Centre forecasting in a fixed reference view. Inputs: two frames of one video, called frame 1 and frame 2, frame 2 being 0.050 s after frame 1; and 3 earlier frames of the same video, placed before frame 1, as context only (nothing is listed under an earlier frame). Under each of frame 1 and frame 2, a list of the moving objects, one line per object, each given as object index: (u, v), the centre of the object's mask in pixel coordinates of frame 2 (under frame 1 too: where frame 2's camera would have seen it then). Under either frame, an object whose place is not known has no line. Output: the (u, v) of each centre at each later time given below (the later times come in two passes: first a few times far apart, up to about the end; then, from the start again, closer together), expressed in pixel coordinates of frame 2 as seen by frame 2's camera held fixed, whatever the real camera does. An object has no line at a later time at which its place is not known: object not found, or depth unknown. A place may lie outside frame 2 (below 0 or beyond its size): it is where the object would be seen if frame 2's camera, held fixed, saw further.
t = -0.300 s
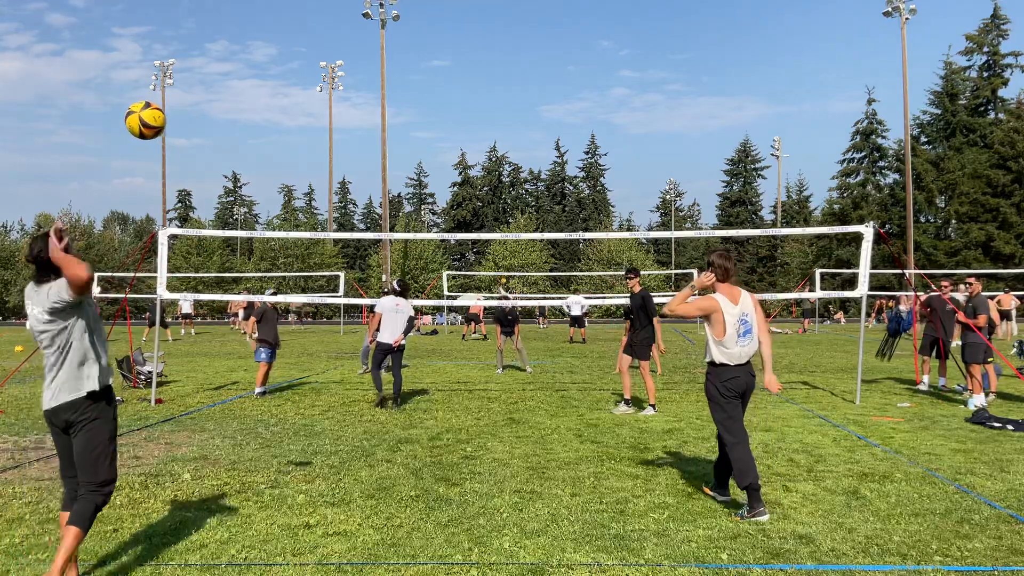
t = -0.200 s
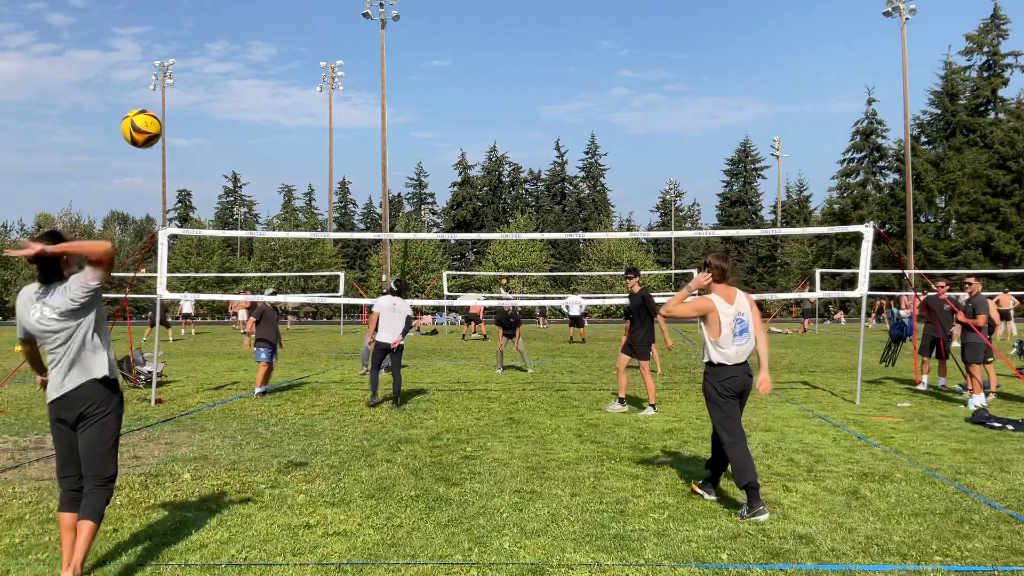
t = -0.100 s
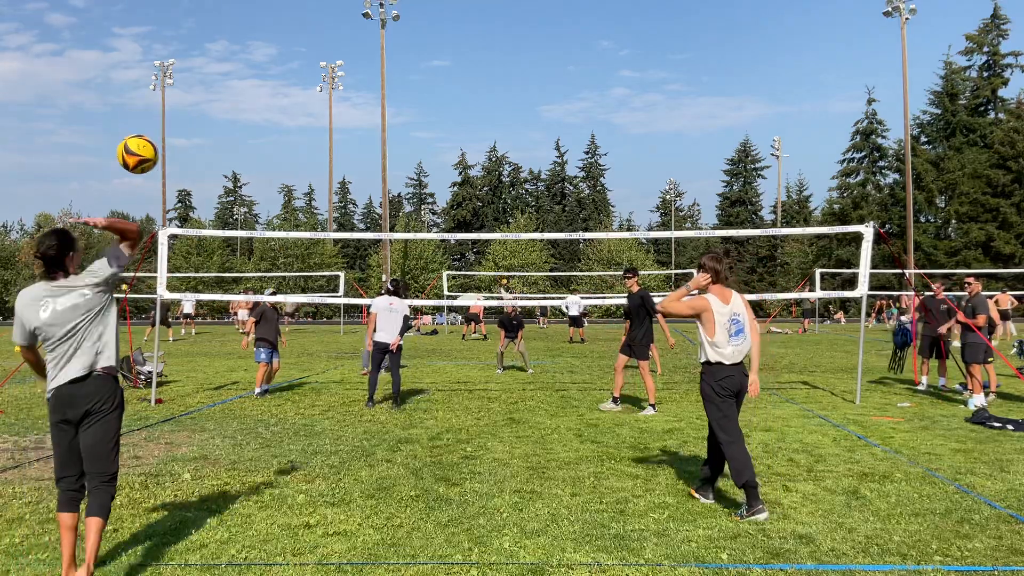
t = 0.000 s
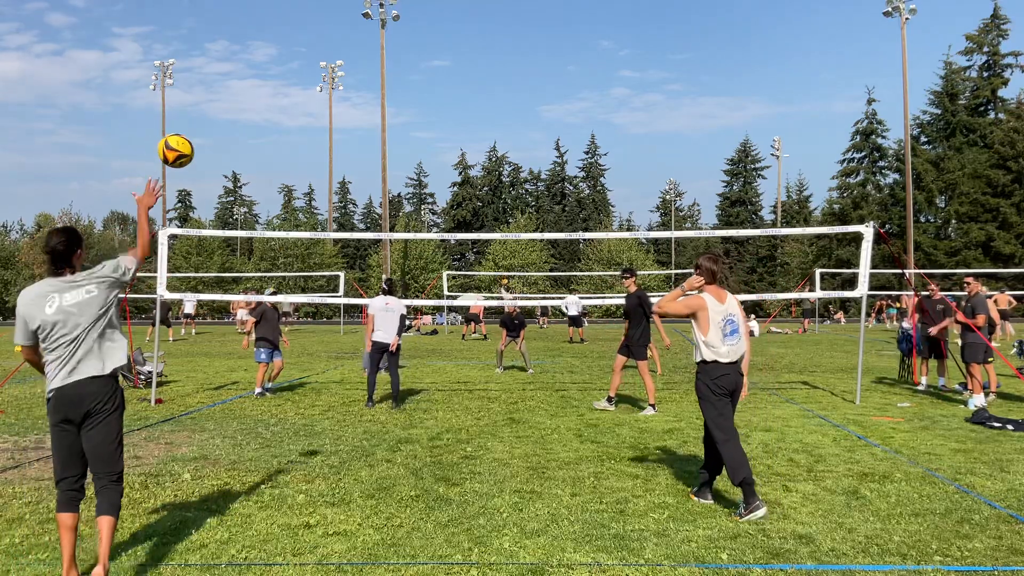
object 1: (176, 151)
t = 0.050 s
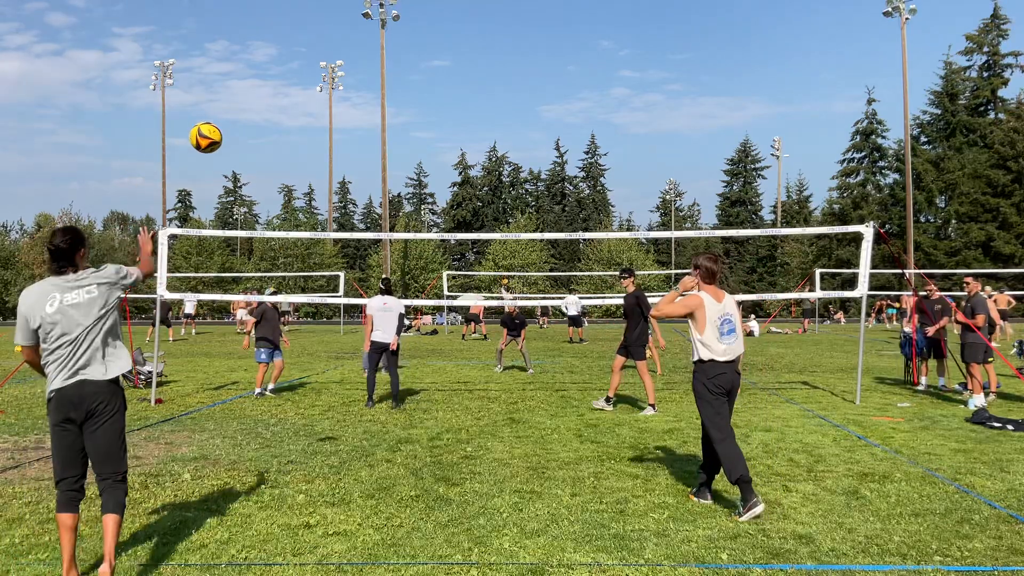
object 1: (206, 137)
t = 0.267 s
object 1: (290, 124)
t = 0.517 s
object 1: (344, 158)
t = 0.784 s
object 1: (379, 221)
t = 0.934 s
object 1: (394, 264)
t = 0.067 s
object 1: (215, 134)
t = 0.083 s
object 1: (223, 131)
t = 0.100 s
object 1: (231, 129)
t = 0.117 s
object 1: (238, 127)
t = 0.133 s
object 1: (245, 126)
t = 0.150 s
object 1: (252, 125)
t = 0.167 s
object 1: (258, 124)
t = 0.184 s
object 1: (264, 123)
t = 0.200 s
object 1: (269, 123)
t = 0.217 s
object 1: (275, 123)
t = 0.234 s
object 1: (280, 123)
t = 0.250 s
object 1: (285, 124)
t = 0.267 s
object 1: (290, 124)
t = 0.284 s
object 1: (294, 125)
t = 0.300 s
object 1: (298, 126)
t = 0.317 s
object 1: (302, 128)
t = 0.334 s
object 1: (307, 129)
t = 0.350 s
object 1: (310, 131)
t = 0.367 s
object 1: (314, 133)
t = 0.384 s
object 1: (318, 135)
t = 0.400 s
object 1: (321, 138)
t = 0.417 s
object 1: (325, 140)
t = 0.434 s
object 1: (328, 143)
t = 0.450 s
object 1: (332, 146)
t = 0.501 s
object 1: (341, 155)
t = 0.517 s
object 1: (344, 158)
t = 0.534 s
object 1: (347, 161)
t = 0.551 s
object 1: (350, 165)
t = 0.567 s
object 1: (353, 168)
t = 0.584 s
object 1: (356, 172)
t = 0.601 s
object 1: (358, 176)
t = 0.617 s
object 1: (360, 179)
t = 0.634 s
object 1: (363, 183)
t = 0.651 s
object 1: (365, 187)
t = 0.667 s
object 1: (368, 192)
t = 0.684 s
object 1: (370, 196)
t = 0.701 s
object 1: (372, 200)
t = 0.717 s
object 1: (373, 204)
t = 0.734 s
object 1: (375, 207)
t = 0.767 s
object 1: (378, 216)
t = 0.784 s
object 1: (379, 221)
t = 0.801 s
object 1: (382, 226)
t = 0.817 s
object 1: (383, 229)
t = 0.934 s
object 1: (394, 264)
